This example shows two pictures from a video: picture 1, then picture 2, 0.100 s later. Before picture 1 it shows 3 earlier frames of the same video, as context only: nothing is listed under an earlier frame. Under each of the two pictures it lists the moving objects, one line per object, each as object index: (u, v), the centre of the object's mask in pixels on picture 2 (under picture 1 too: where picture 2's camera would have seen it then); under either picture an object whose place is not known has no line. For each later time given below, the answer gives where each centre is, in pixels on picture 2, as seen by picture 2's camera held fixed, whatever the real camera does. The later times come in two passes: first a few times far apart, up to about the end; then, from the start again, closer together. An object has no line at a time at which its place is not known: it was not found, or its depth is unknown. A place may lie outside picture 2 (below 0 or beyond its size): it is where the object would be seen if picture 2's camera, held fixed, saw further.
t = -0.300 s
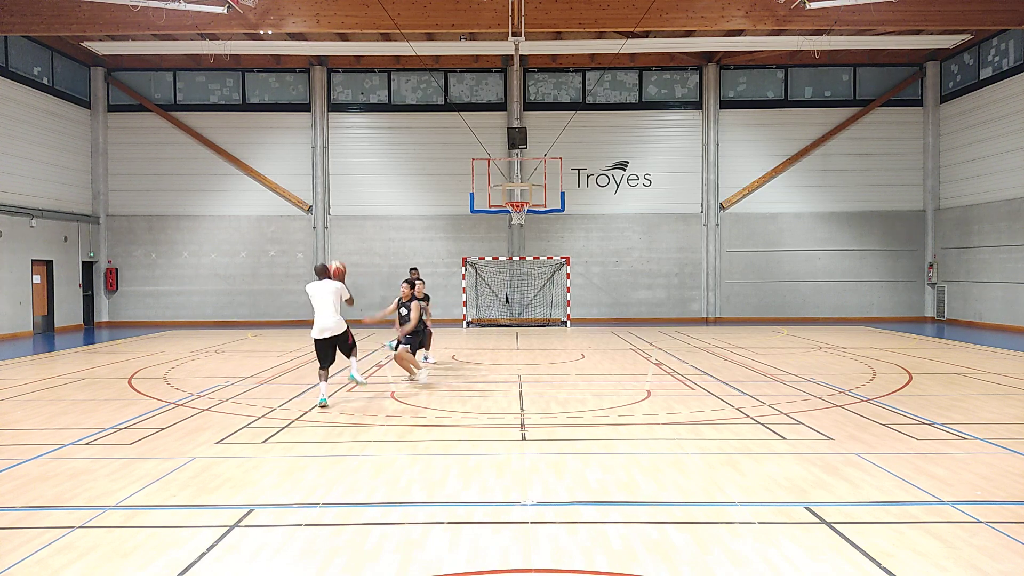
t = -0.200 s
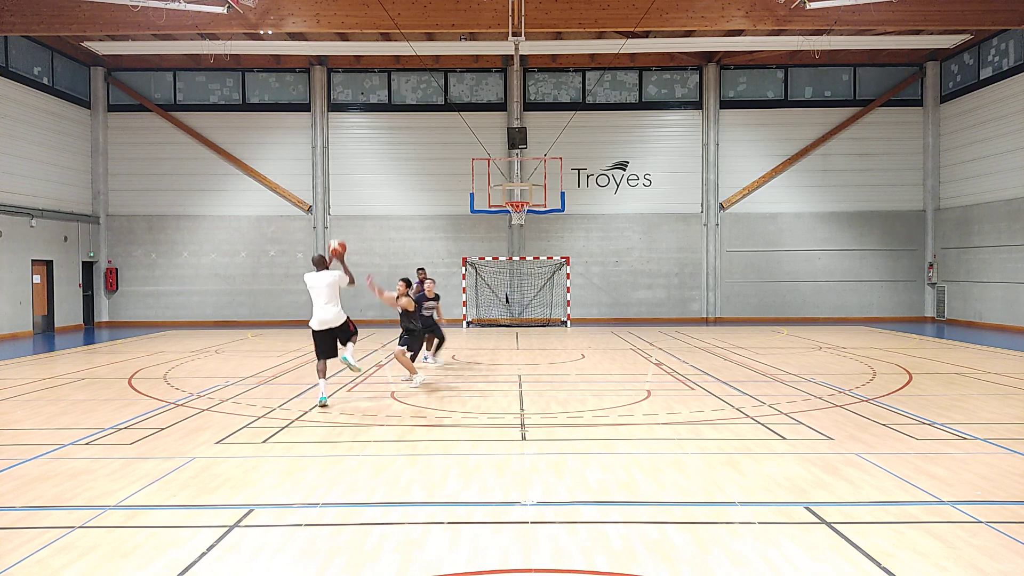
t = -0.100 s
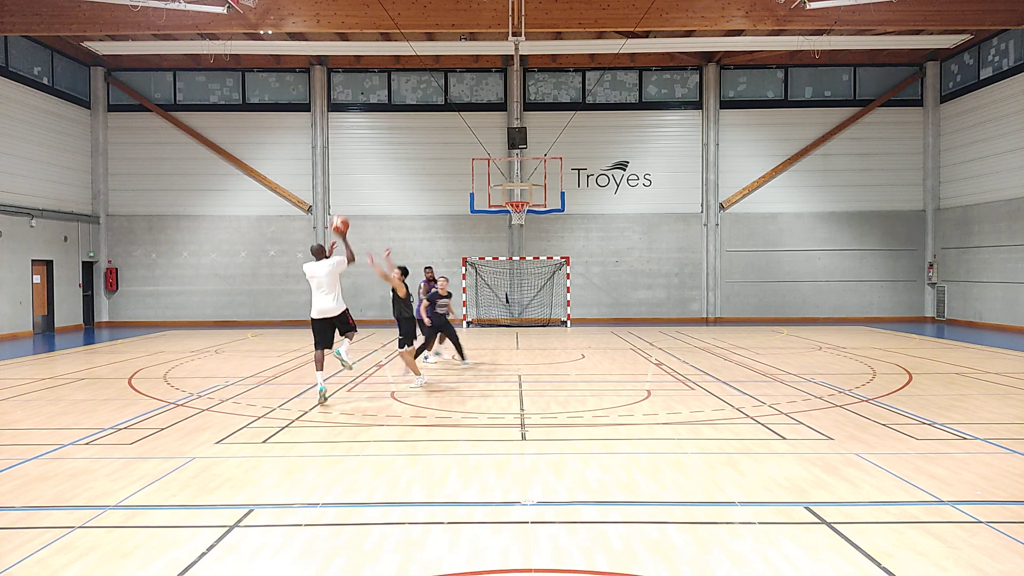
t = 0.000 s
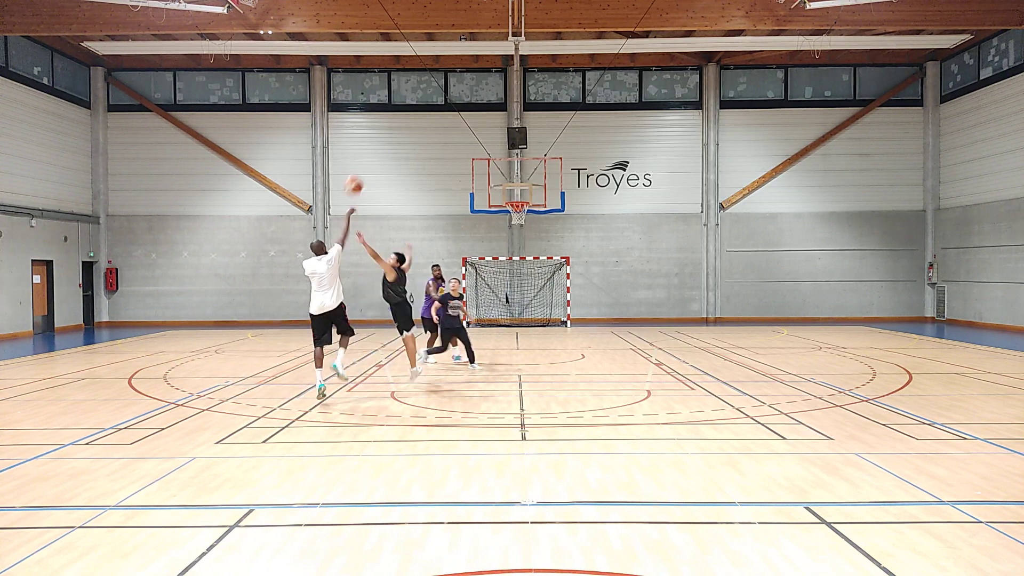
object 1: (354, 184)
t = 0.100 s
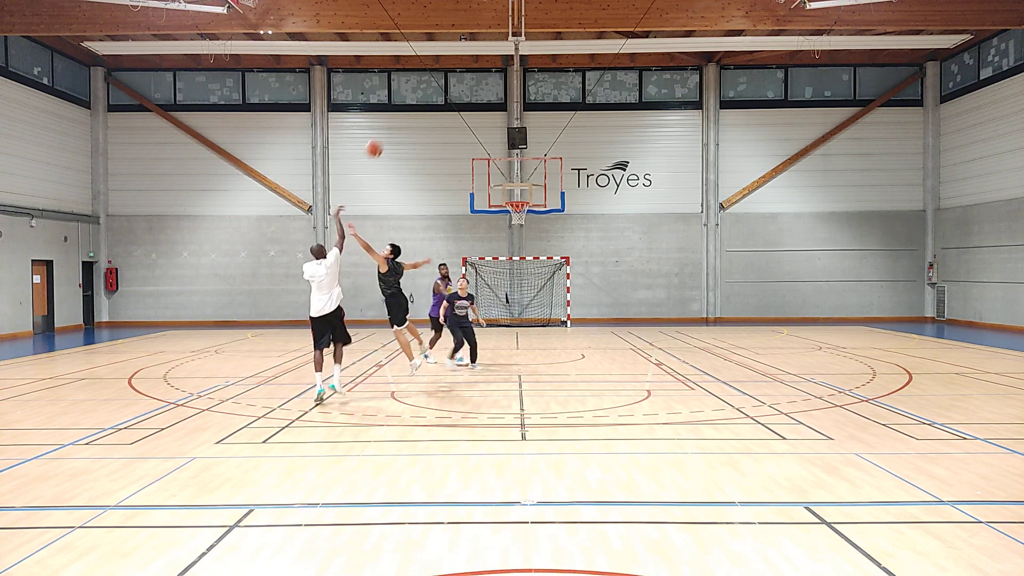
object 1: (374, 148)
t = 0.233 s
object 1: (398, 114)
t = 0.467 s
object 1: (435, 90)
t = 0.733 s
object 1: (471, 102)
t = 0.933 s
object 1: (495, 135)
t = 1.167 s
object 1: (517, 195)
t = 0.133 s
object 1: (381, 137)
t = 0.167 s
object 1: (386, 129)
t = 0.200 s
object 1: (392, 122)
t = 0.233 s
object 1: (398, 114)
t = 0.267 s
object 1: (404, 109)
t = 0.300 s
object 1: (409, 104)
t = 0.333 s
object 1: (414, 99)
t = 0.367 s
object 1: (419, 96)
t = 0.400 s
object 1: (425, 93)
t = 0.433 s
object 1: (430, 91)
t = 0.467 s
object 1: (435, 90)
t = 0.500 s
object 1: (440, 89)
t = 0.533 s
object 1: (444, 89)
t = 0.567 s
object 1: (450, 89)
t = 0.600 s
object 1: (454, 91)
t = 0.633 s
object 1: (458, 92)
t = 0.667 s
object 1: (463, 95)
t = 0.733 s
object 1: (471, 102)
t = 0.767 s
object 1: (476, 106)
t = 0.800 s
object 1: (479, 110)
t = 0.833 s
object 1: (483, 116)
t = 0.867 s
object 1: (488, 122)
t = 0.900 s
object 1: (491, 128)
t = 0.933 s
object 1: (495, 135)
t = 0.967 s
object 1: (498, 143)
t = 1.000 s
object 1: (502, 150)
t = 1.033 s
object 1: (505, 157)
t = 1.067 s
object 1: (508, 165)
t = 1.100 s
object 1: (511, 176)
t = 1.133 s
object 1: (515, 184)
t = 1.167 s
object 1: (517, 195)
